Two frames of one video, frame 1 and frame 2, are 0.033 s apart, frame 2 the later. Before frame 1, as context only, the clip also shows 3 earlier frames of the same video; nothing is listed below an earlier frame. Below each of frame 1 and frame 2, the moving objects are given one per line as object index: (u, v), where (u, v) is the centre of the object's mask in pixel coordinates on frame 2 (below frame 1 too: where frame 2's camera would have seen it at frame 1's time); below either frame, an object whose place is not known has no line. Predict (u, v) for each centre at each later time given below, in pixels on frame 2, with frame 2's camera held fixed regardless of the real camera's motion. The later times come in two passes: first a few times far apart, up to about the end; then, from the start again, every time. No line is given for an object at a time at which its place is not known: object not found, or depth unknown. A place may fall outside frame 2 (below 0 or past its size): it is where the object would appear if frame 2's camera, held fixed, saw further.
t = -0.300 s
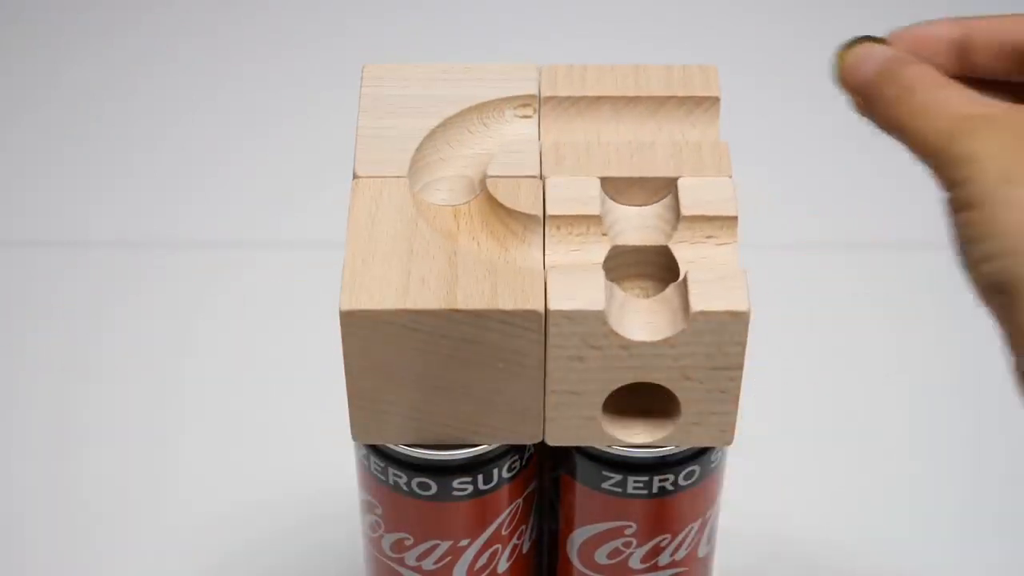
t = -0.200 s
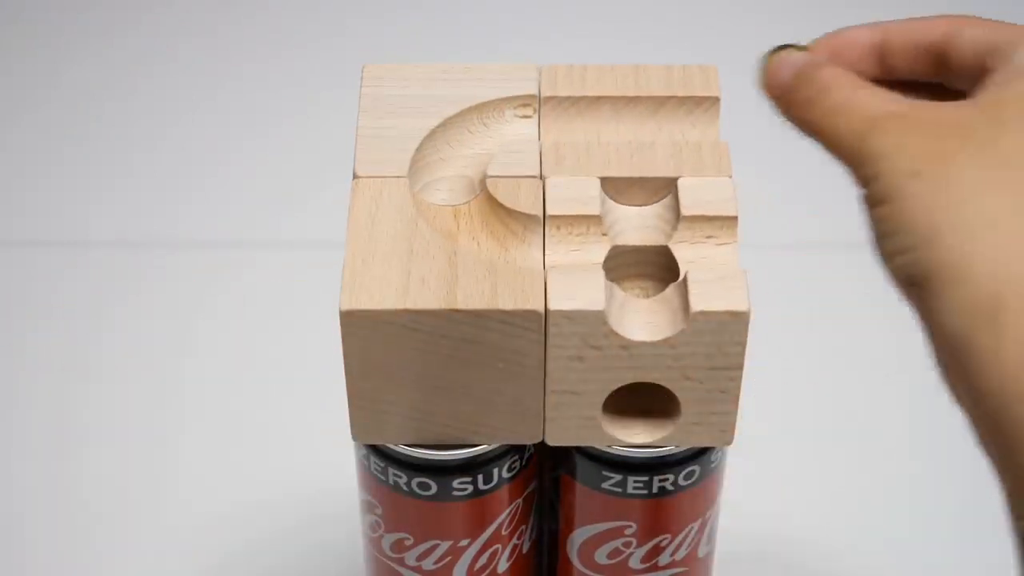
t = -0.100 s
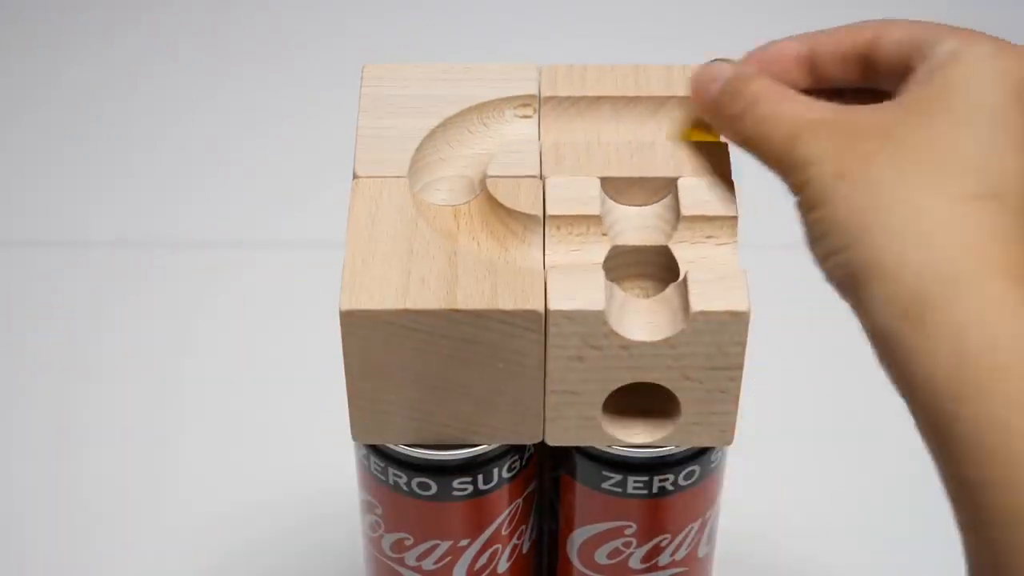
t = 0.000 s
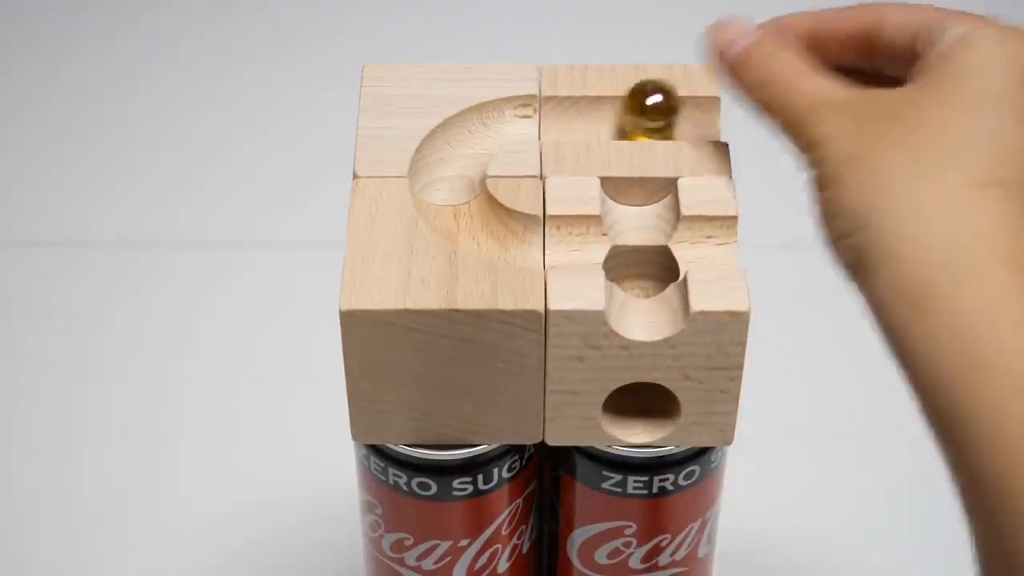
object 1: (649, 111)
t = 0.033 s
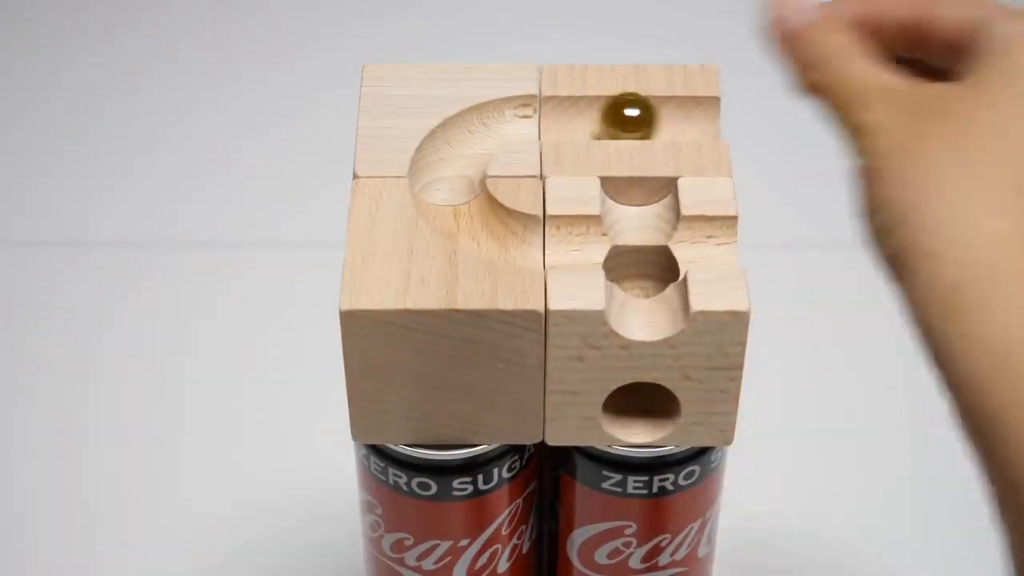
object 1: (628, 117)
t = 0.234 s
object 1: (498, 124)
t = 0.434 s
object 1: (444, 189)
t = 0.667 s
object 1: (542, 243)
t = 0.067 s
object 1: (605, 118)
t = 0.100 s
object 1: (582, 116)
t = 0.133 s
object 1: (560, 118)
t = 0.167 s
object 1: (538, 118)
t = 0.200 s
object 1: (514, 118)
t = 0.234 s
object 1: (498, 124)
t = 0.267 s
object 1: (482, 134)
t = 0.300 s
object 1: (467, 143)
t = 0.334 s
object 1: (454, 152)
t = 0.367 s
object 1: (451, 163)
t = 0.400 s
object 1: (448, 176)
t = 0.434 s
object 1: (444, 189)
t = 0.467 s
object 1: (449, 201)
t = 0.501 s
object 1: (460, 213)
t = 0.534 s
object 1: (470, 223)
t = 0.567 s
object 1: (484, 231)
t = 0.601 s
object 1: (503, 236)
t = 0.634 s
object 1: (522, 240)
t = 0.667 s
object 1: (542, 243)
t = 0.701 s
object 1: (561, 242)
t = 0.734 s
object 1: (583, 243)
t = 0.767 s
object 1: (607, 248)
